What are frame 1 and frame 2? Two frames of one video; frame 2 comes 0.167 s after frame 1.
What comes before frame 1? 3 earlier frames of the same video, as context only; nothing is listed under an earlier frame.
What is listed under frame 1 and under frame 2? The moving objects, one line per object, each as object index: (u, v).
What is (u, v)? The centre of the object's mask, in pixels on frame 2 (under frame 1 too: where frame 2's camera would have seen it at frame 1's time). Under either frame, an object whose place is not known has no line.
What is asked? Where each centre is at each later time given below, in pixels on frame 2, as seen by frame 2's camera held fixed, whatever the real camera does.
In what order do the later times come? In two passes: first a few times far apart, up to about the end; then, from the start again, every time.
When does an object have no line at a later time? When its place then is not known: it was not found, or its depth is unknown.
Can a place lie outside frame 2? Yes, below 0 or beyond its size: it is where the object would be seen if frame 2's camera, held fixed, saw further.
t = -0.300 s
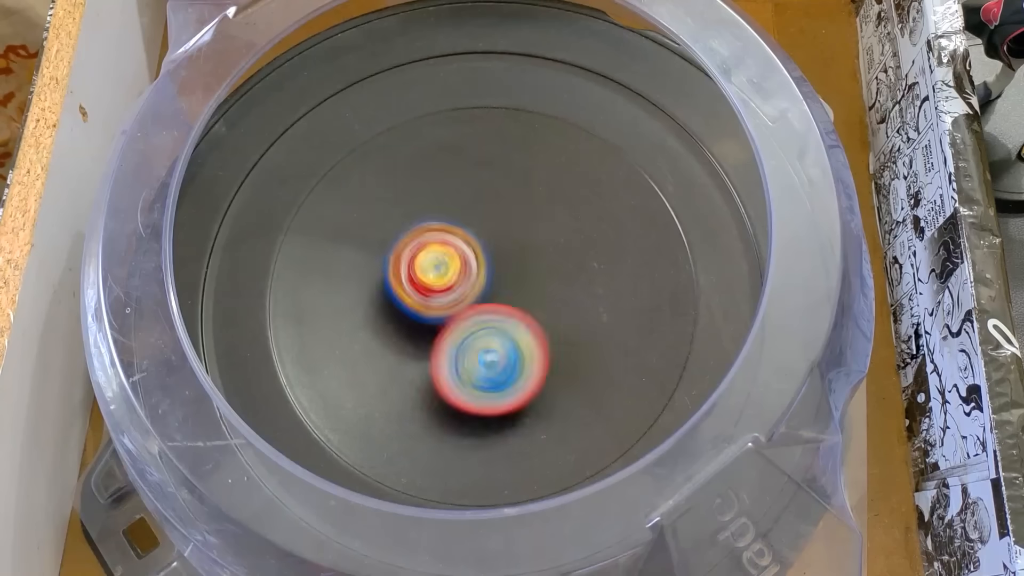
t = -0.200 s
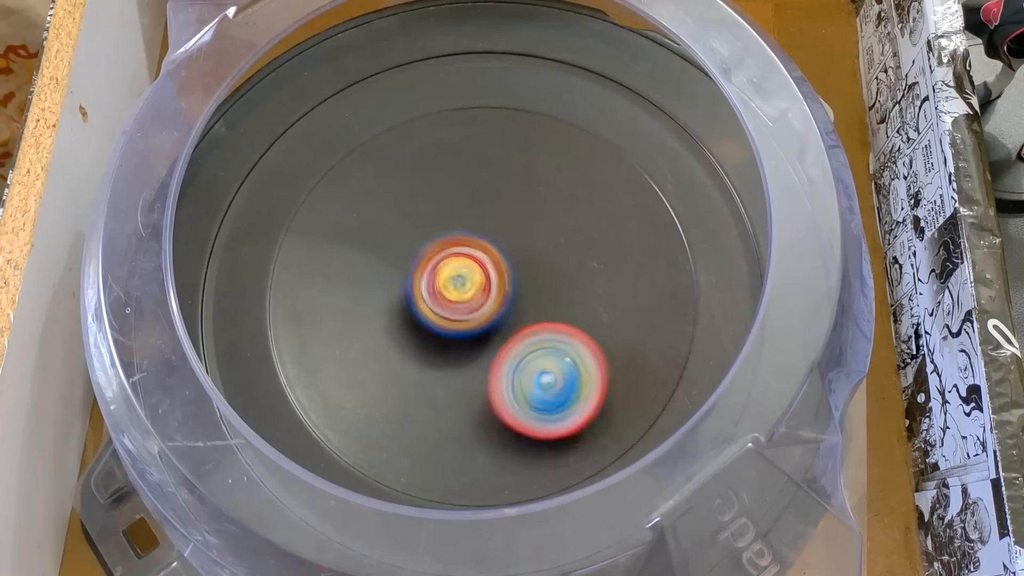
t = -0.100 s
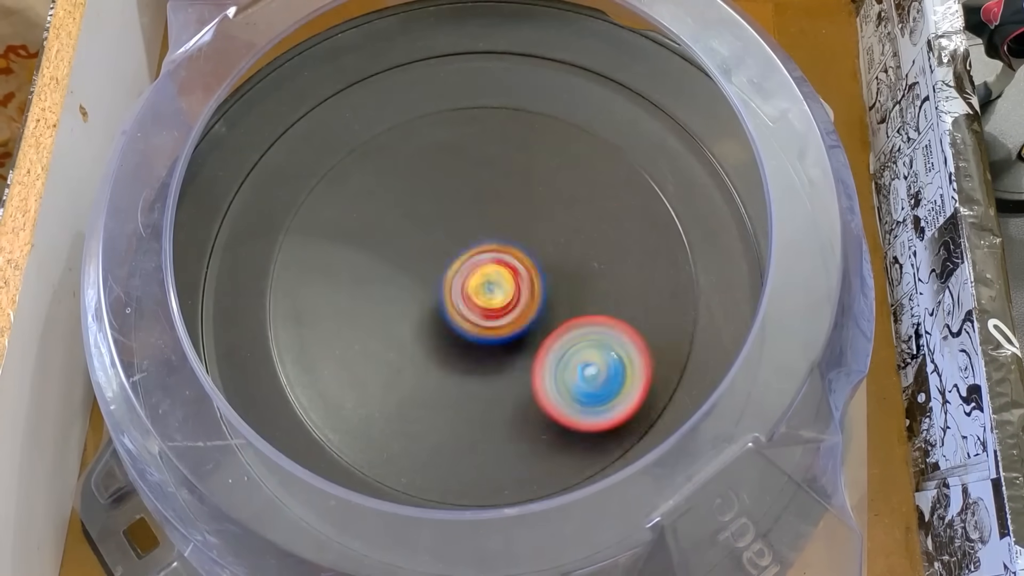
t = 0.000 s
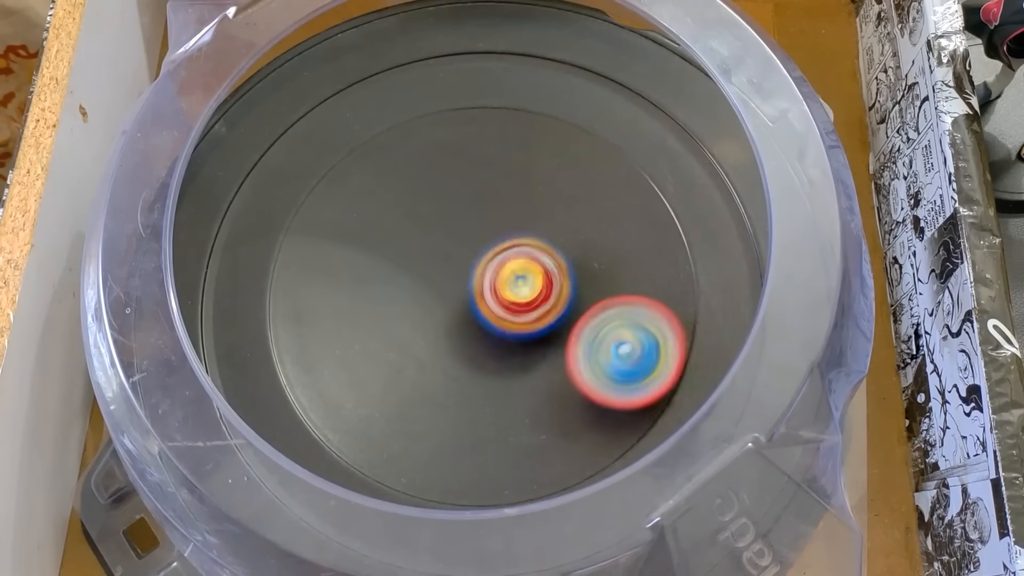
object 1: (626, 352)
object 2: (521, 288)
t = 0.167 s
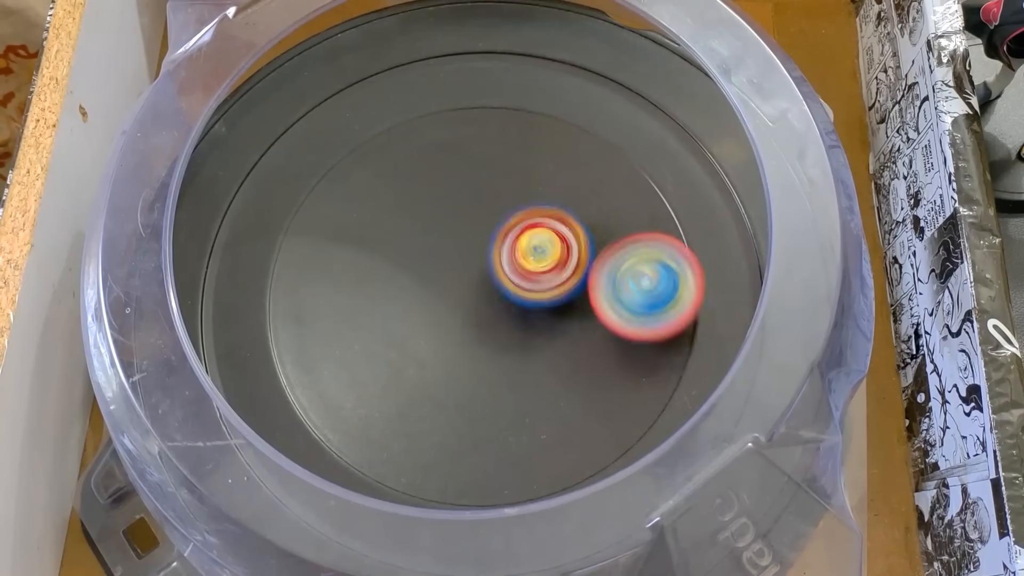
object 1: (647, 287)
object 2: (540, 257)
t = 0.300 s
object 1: (618, 254)
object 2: (483, 240)
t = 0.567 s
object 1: (581, 293)
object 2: (289, 274)
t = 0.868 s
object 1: (537, 361)
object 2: (227, 289)
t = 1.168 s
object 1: (480, 357)
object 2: (229, 228)
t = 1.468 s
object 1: (408, 341)
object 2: (298, 178)
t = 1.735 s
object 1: (414, 408)
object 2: (434, 174)
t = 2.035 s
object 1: (527, 458)
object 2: (581, 173)
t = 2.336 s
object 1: (535, 380)
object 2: (553, 211)
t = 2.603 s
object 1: (470, 370)
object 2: (519, 207)
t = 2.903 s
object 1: (399, 326)
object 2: (497, 262)
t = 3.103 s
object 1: (379, 296)
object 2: (512, 272)
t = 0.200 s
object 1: (643, 277)
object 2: (530, 248)
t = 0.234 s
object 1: (641, 269)
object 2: (513, 244)
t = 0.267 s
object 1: (632, 260)
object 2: (500, 240)
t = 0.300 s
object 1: (618, 254)
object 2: (483, 240)
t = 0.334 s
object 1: (600, 250)
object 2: (468, 246)
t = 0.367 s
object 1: (581, 249)
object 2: (458, 254)
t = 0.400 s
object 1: (562, 250)
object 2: (448, 259)
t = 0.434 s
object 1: (564, 256)
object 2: (414, 264)
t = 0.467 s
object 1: (579, 265)
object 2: (375, 265)
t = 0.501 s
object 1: (587, 275)
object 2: (337, 265)
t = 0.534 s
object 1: (585, 285)
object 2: (308, 273)
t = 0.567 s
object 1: (581, 293)
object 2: (289, 274)
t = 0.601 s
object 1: (576, 301)
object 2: (271, 282)
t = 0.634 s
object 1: (570, 310)
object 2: (264, 287)
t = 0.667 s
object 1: (565, 319)
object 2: (254, 293)
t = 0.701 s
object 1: (560, 327)
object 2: (249, 299)
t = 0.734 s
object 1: (556, 335)
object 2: (243, 298)
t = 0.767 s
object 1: (551, 343)
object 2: (237, 301)
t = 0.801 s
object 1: (547, 350)
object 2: (235, 295)
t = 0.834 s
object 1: (543, 355)
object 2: (227, 292)
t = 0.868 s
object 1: (537, 361)
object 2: (227, 289)
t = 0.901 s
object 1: (533, 365)
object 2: (222, 282)
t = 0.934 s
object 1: (529, 369)
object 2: (221, 279)
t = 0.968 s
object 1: (525, 370)
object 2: (220, 269)
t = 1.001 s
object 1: (520, 370)
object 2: (218, 264)
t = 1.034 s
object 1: (514, 369)
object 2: (219, 255)
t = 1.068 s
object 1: (506, 366)
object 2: (219, 250)
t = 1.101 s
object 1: (498, 363)
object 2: (222, 243)
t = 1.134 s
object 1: (489, 360)
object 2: (223, 234)
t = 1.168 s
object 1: (480, 357)
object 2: (229, 228)
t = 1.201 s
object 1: (471, 355)
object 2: (231, 220)
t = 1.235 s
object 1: (463, 352)
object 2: (239, 214)
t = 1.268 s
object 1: (454, 350)
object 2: (243, 205)
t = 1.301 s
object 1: (445, 348)
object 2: (252, 203)
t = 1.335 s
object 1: (436, 346)
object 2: (261, 194)
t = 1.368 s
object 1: (428, 346)
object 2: (268, 191)
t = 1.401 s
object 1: (420, 345)
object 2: (278, 185)
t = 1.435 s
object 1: (413, 343)
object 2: (287, 184)
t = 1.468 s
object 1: (408, 341)
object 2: (298, 178)
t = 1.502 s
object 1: (402, 339)
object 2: (306, 180)
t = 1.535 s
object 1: (399, 339)
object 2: (323, 186)
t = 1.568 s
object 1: (399, 339)
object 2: (333, 195)
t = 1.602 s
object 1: (401, 337)
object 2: (349, 206)
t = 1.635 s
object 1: (405, 333)
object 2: (360, 219)
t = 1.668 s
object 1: (408, 335)
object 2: (381, 226)
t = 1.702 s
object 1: (410, 373)
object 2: (407, 199)
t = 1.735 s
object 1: (414, 408)
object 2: (434, 174)
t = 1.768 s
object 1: (423, 436)
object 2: (463, 157)
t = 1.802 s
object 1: (436, 456)
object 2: (484, 148)
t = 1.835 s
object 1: (450, 473)
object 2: (508, 142)
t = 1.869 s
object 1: (464, 481)
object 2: (526, 145)
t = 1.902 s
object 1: (477, 486)
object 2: (541, 147)
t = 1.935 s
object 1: (490, 483)
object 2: (558, 152)
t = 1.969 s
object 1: (503, 475)
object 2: (569, 160)
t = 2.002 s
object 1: (515, 467)
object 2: (574, 165)
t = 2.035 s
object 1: (527, 458)
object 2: (581, 173)
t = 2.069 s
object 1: (539, 447)
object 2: (584, 183)
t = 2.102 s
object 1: (548, 437)
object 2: (581, 191)
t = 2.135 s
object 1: (555, 424)
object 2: (580, 199)
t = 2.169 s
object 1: (560, 407)
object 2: (577, 211)
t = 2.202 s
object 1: (563, 391)
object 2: (571, 223)
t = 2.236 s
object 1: (565, 374)
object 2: (563, 233)
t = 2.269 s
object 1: (564, 355)
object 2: (557, 243)
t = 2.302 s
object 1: (552, 360)
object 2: (554, 233)
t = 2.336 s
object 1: (535, 380)
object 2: (553, 211)
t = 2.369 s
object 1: (517, 392)
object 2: (548, 197)
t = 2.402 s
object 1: (504, 397)
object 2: (543, 189)
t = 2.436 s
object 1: (496, 397)
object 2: (537, 185)
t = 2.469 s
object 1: (492, 395)
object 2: (531, 184)
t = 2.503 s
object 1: (487, 390)
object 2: (527, 186)
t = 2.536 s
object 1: (481, 385)
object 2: (525, 190)
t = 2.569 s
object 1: (476, 378)
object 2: (523, 197)
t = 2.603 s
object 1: (470, 370)
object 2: (519, 207)
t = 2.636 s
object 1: (465, 362)
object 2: (512, 218)
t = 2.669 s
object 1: (459, 353)
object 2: (506, 227)
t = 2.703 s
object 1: (454, 344)
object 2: (501, 237)
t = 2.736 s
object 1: (449, 336)
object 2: (497, 247)
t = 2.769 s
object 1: (434, 335)
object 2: (500, 248)
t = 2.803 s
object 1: (421, 334)
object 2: (503, 250)
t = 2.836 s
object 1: (412, 332)
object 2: (502, 252)
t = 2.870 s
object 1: (405, 329)
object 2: (498, 257)
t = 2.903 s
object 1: (399, 326)
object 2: (497, 262)
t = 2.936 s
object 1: (395, 323)
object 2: (497, 267)
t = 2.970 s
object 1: (390, 318)
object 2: (499, 269)
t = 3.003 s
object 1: (386, 314)
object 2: (502, 272)
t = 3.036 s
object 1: (382, 308)
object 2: (506, 273)
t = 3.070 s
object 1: (379, 302)
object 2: (509, 273)
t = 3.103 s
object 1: (379, 296)
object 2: (512, 272)
